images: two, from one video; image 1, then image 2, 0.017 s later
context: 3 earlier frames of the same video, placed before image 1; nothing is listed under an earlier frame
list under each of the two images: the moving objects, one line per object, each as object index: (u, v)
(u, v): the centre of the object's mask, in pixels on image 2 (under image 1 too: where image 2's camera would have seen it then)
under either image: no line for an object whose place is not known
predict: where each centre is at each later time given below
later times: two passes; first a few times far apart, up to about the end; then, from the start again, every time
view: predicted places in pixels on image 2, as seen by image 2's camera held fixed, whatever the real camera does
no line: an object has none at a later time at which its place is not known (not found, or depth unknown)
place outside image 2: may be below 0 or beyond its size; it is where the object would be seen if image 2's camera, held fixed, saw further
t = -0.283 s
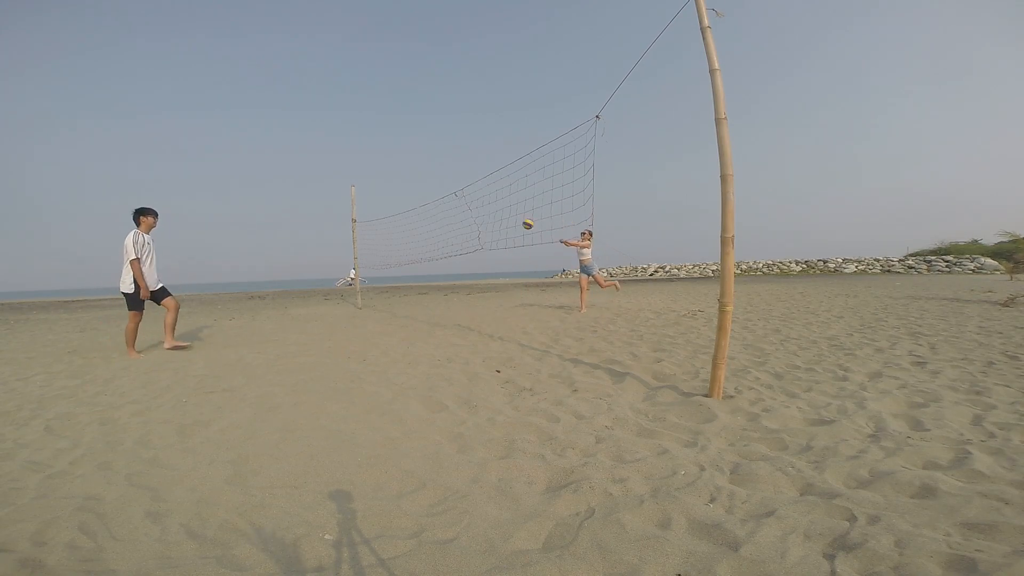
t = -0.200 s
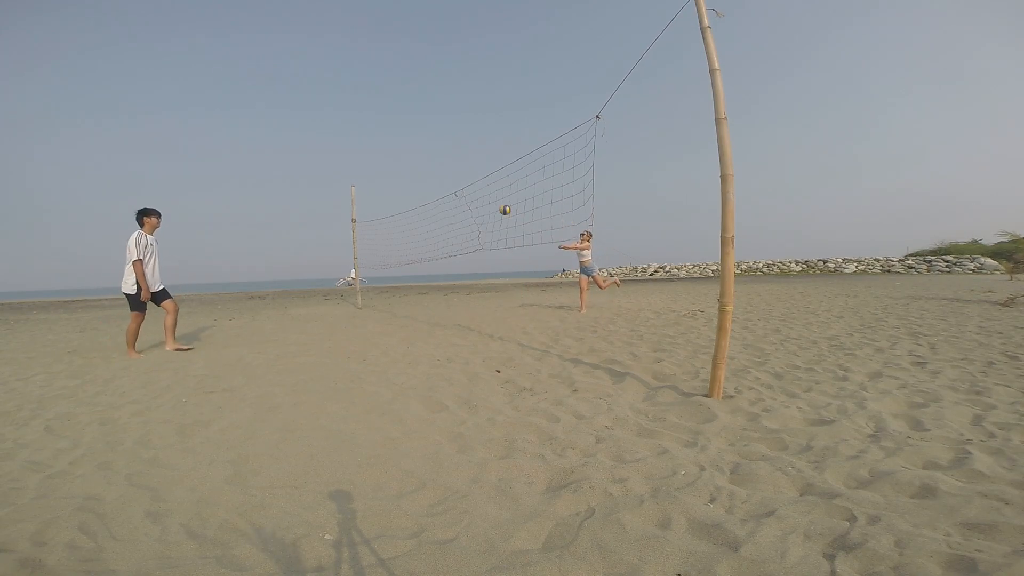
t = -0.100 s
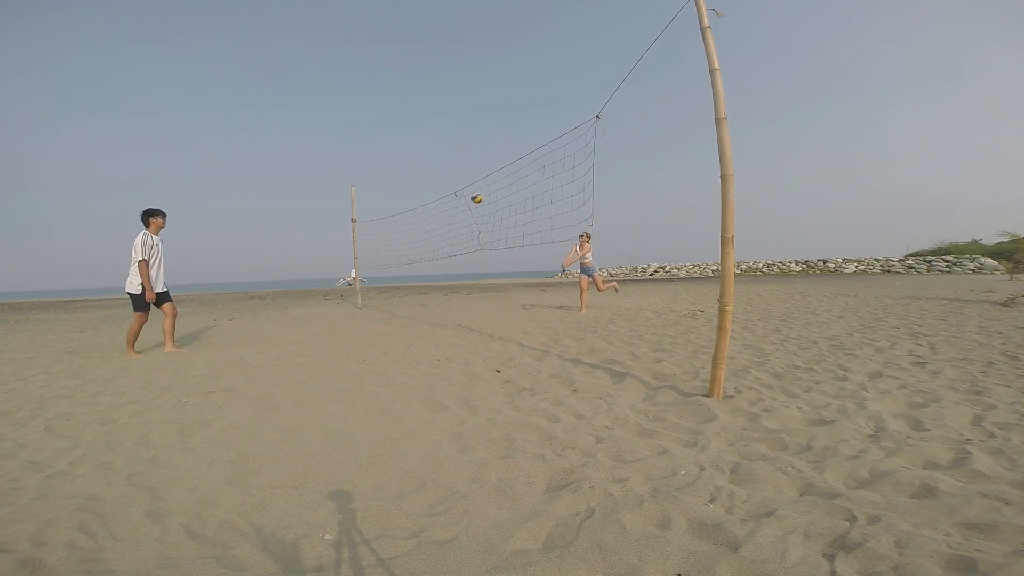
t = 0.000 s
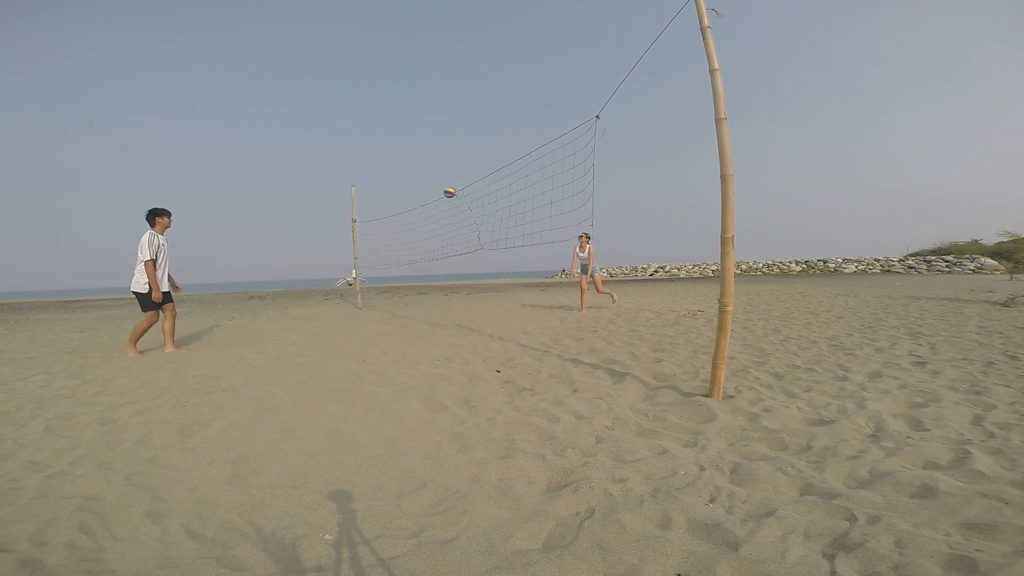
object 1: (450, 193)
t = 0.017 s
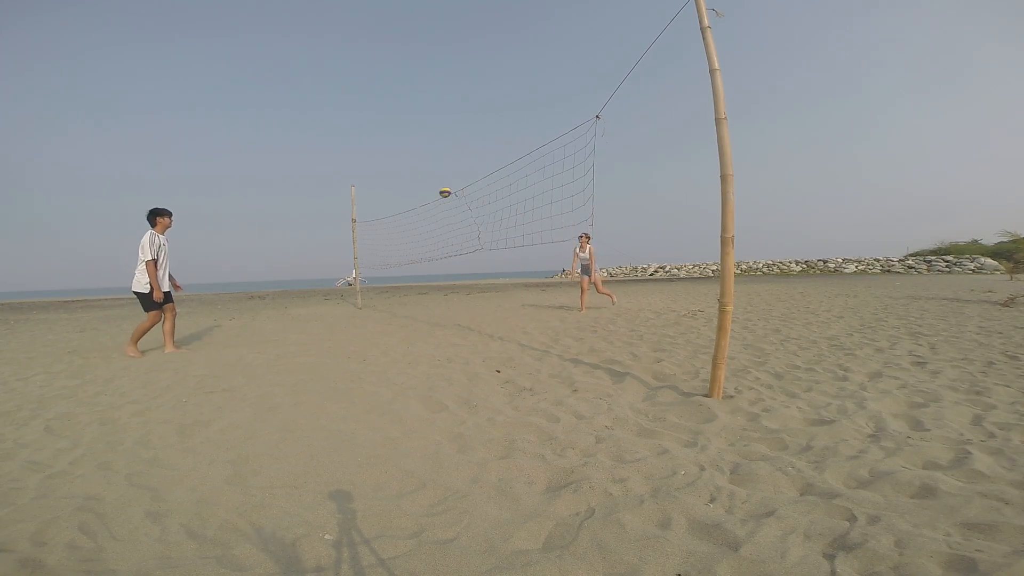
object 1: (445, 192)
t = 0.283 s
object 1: (374, 206)
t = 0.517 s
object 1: (319, 249)
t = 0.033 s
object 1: (441, 192)
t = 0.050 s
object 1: (436, 192)
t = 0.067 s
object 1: (431, 192)
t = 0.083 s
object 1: (427, 192)
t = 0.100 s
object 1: (423, 192)
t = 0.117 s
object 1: (418, 193)
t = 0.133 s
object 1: (414, 193)
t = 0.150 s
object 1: (409, 194)
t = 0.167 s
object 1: (405, 195)
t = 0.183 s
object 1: (400, 196)
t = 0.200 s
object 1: (396, 197)
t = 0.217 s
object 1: (391, 198)
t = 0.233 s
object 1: (387, 200)
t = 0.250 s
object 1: (383, 202)
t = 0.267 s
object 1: (379, 204)
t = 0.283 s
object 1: (374, 206)
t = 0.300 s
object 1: (370, 208)
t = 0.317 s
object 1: (366, 210)
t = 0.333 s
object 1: (362, 212)
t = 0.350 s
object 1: (359, 215)
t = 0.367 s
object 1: (354, 218)
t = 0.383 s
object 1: (350, 220)
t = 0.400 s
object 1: (346, 224)
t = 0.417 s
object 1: (342, 227)
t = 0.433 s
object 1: (338, 230)
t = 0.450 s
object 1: (334, 233)
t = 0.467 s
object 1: (330, 237)
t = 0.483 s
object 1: (327, 241)
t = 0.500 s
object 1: (322, 244)
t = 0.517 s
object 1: (319, 249)
